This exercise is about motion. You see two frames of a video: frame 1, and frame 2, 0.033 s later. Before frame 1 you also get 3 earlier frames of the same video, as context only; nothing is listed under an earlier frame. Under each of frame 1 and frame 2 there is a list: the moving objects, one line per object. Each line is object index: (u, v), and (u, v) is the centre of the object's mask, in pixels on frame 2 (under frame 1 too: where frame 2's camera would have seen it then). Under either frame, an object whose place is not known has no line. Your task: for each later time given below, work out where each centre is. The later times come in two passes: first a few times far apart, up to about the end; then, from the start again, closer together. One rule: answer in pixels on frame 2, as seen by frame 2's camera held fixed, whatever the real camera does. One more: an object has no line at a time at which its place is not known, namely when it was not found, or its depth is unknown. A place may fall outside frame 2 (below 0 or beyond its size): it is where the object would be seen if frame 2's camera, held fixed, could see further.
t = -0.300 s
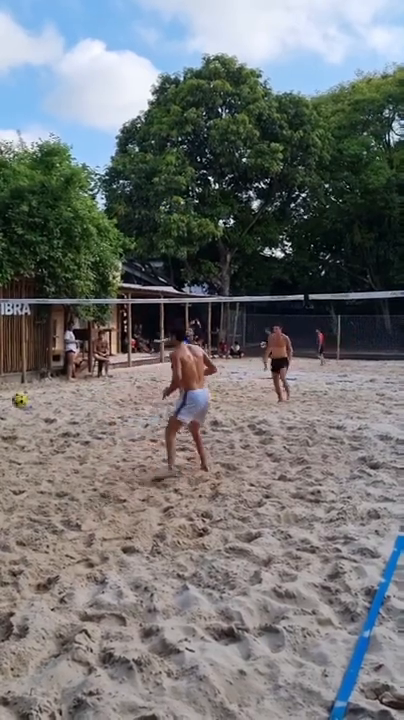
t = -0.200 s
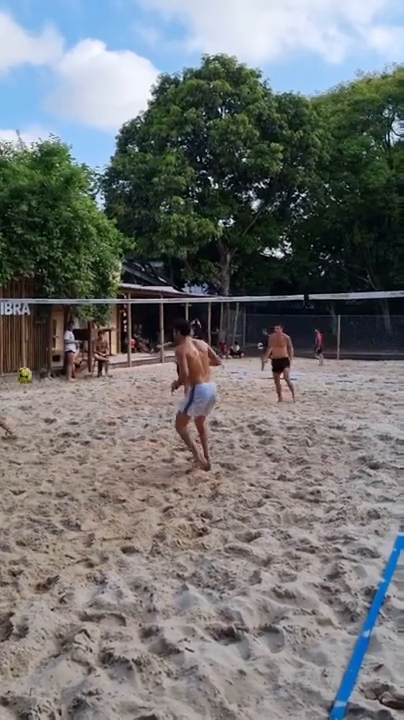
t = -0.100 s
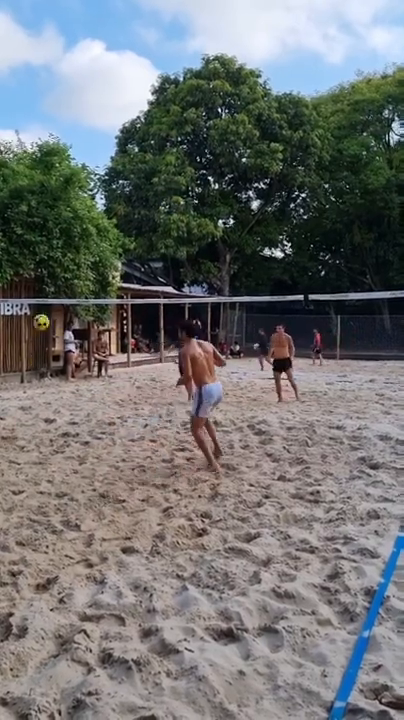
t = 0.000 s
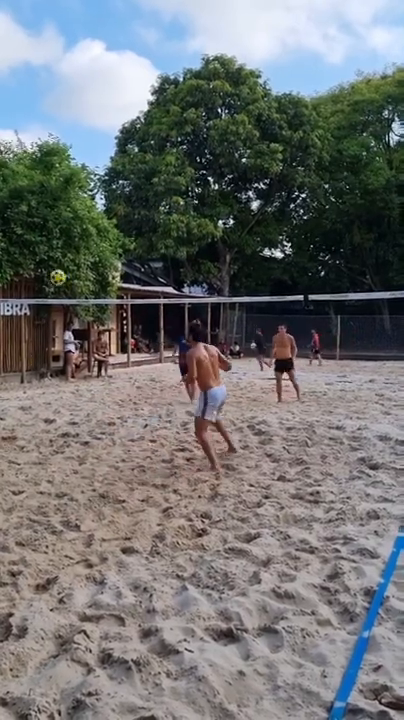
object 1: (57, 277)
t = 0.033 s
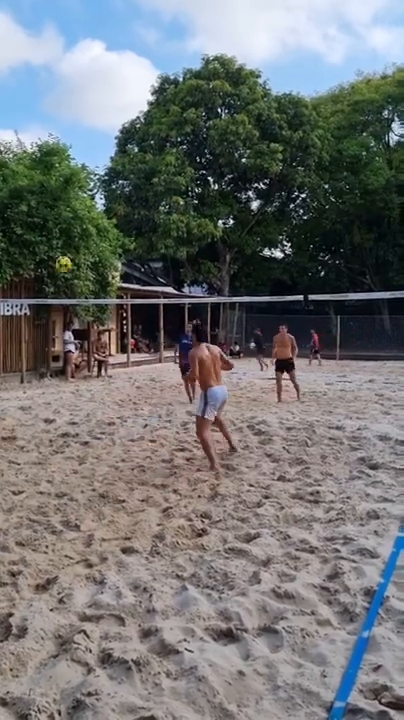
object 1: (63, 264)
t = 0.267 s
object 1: (102, 194)
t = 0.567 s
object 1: (149, 160)
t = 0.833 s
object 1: (189, 182)
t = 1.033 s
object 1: (220, 229)
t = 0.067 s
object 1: (69, 251)
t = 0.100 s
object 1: (74, 239)
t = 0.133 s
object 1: (80, 229)
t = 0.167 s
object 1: (85, 218)
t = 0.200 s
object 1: (91, 208)
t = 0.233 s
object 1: (96, 201)
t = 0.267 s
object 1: (102, 194)
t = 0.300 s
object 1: (109, 186)
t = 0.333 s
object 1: (113, 181)
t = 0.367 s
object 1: (118, 175)
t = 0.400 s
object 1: (123, 171)
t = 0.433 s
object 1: (128, 168)
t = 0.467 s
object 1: (133, 165)
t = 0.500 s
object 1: (138, 162)
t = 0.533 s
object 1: (144, 161)
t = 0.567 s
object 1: (149, 160)
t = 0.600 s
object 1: (154, 160)
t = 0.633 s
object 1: (159, 162)
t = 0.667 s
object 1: (164, 163)
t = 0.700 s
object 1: (169, 165)
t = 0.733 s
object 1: (174, 168)
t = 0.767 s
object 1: (179, 172)
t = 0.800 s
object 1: (185, 175)
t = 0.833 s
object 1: (189, 182)
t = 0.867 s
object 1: (194, 188)
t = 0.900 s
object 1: (199, 195)
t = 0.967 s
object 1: (209, 211)
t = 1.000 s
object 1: (214, 219)
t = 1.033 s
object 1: (220, 229)
